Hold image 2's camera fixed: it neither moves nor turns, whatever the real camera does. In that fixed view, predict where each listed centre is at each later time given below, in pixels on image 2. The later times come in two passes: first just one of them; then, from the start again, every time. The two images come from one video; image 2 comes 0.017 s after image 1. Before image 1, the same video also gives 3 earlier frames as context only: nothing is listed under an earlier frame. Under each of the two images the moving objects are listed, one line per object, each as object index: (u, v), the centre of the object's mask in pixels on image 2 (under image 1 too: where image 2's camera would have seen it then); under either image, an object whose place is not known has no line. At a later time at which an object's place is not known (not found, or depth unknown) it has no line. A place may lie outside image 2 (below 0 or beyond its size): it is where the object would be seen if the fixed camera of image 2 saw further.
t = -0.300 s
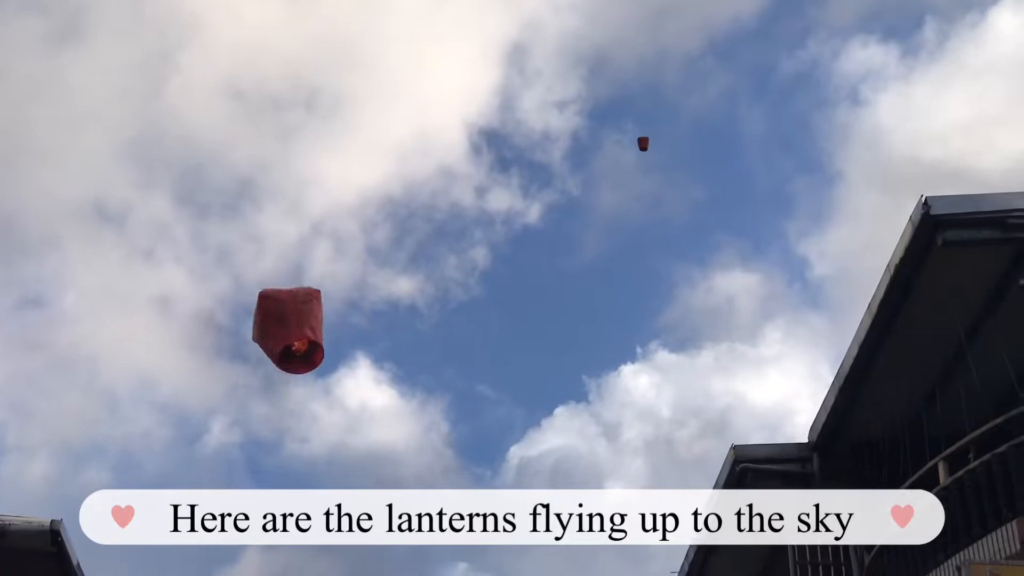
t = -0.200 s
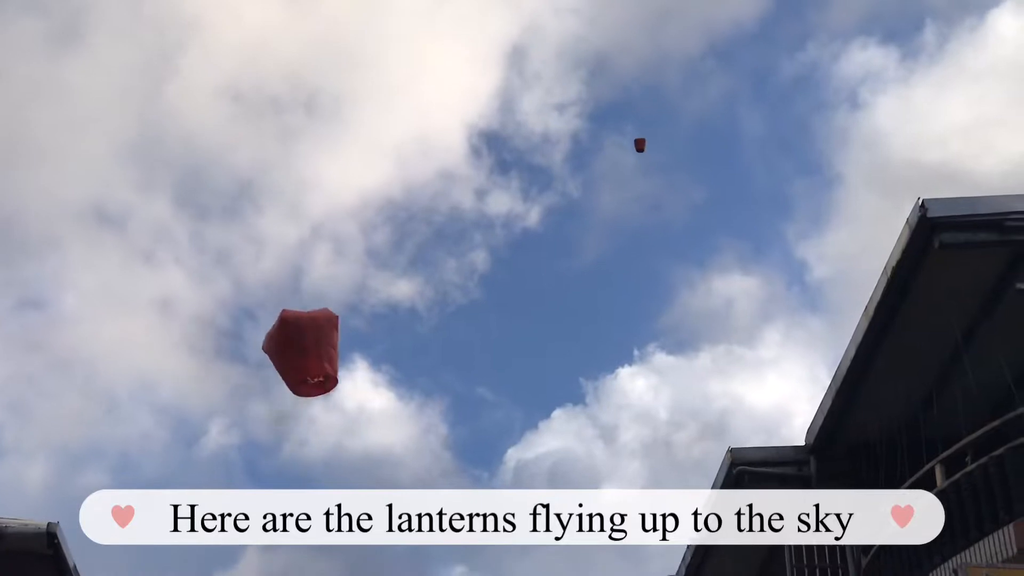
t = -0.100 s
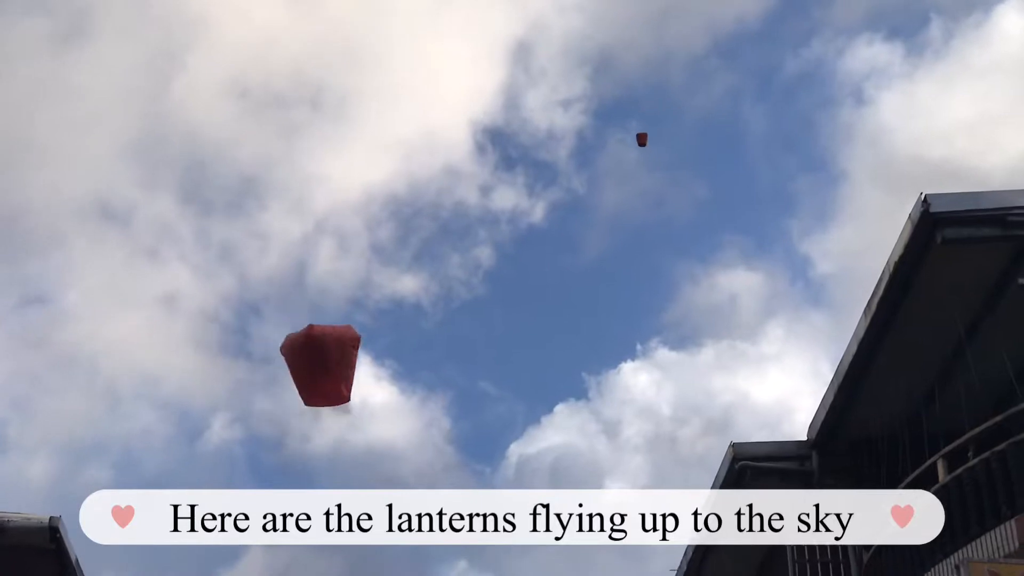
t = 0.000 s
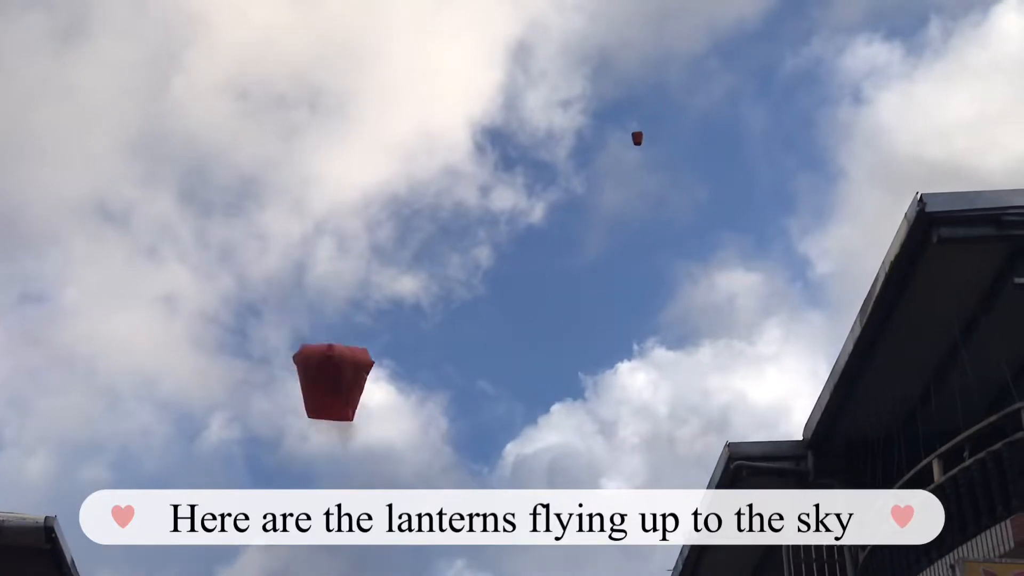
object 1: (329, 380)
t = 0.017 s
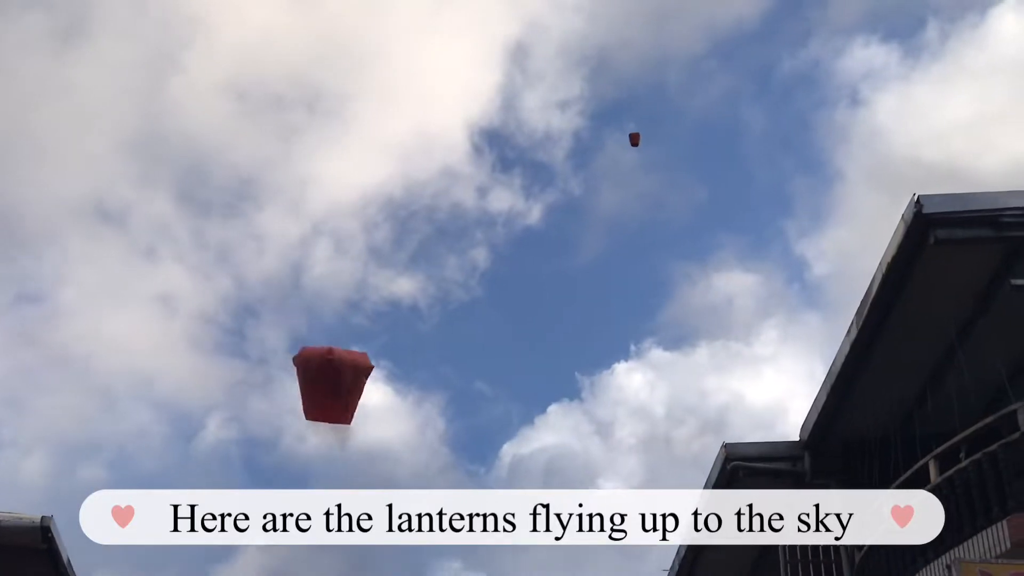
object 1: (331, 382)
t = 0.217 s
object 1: (352, 411)
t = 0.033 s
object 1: (334, 385)
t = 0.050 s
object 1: (336, 387)
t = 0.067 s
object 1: (338, 389)
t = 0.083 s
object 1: (339, 392)
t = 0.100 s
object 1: (341, 394)
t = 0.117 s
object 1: (343, 397)
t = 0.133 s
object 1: (344, 399)
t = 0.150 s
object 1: (346, 402)
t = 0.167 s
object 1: (348, 404)
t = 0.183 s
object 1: (349, 406)
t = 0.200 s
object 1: (350, 408)
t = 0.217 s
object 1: (352, 411)
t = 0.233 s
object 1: (354, 413)
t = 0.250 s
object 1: (355, 415)
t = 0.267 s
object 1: (356, 416)
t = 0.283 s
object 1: (357, 418)
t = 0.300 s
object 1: (358, 419)
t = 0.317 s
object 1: (359, 421)
